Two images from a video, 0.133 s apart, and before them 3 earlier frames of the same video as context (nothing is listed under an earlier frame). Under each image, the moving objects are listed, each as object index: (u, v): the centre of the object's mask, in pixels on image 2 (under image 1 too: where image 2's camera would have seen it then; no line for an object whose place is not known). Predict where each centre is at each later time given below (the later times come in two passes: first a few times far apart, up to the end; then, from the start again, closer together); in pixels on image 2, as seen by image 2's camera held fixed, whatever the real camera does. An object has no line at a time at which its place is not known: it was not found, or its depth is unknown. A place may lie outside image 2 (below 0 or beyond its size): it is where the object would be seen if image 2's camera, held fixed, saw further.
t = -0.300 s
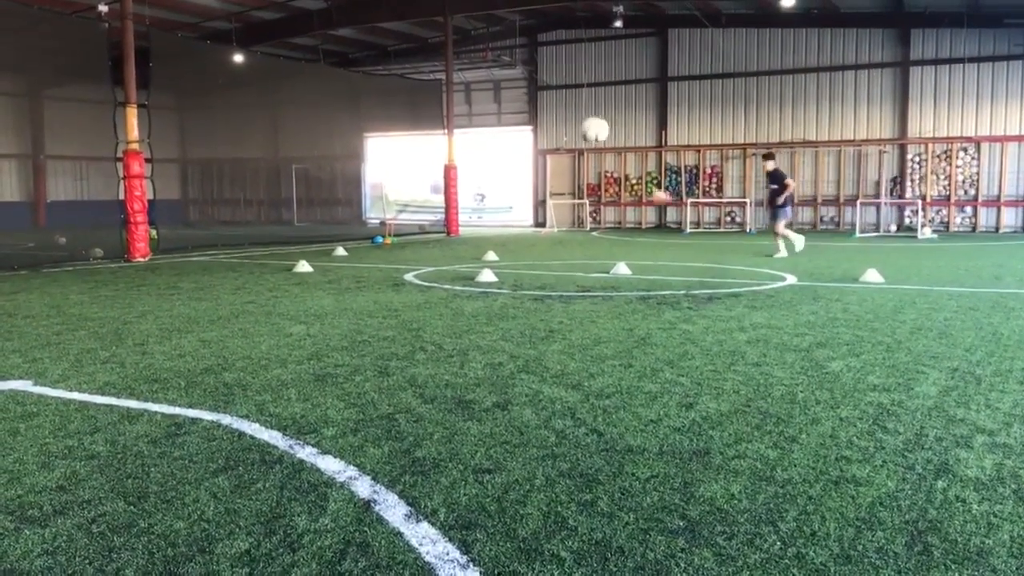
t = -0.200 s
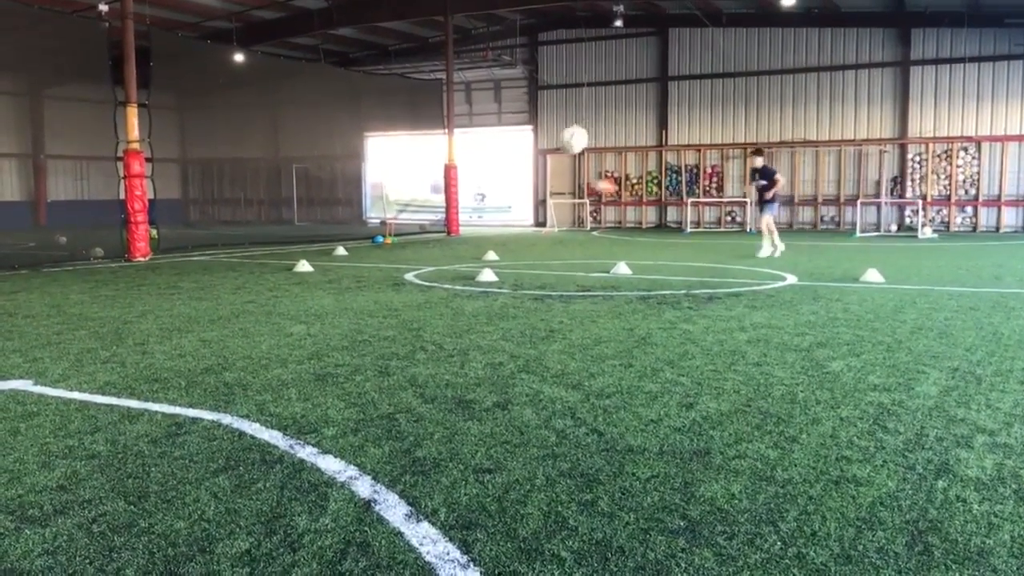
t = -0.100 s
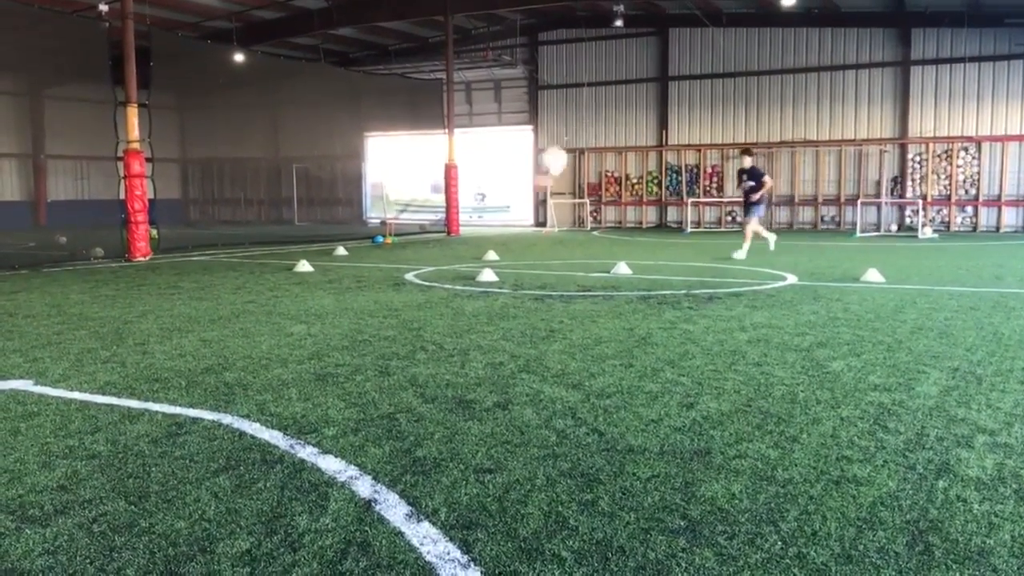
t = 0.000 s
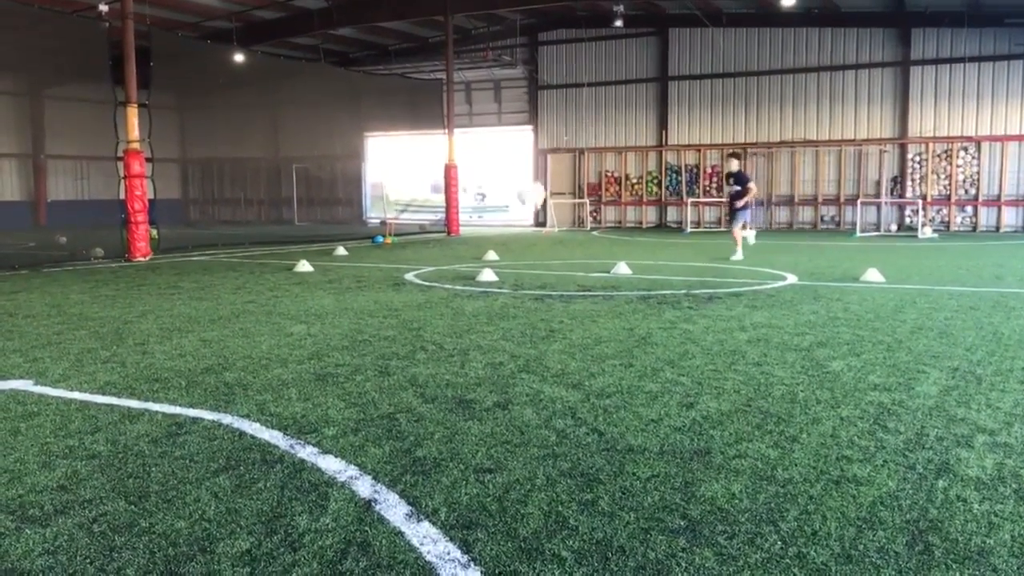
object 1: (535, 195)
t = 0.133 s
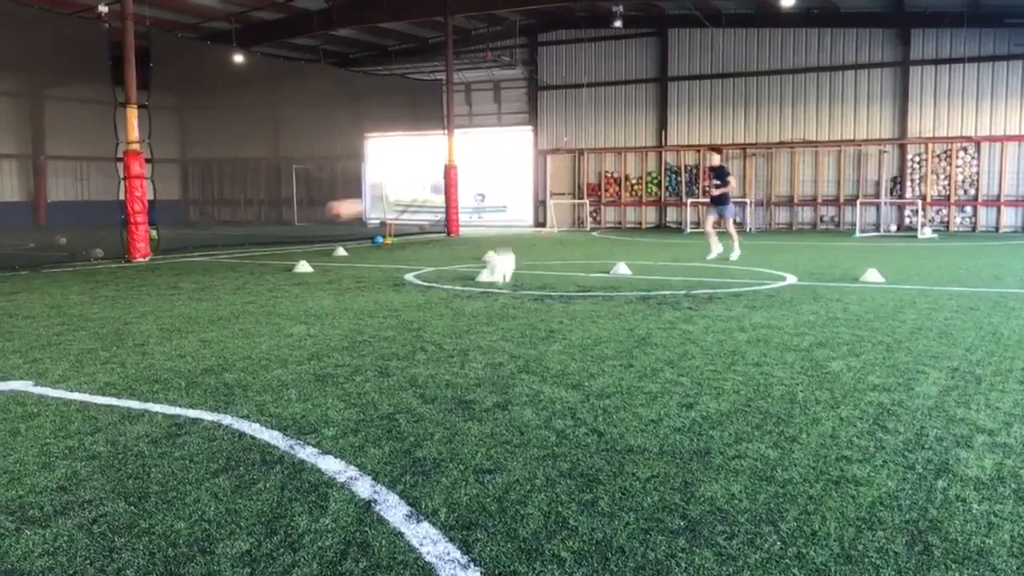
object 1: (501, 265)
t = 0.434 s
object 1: (409, 250)
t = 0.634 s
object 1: (333, 235)
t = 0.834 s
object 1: (245, 283)
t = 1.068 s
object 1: (133, 338)
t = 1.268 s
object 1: (25, 315)
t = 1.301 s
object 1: (15, 318)
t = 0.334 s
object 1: (445, 278)
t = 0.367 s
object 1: (434, 268)
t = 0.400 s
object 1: (422, 258)
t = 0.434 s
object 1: (409, 250)
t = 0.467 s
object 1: (397, 244)
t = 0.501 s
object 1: (384, 239)
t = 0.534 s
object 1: (372, 236)
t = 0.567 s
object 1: (359, 233)
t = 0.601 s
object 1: (345, 234)
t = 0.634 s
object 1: (333, 235)
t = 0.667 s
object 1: (318, 238)
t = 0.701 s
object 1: (304, 243)
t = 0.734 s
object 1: (290, 250)
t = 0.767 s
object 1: (276, 259)
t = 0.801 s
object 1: (261, 270)
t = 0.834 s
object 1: (245, 283)
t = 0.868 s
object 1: (232, 298)
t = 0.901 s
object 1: (215, 315)
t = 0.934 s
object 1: (199, 335)
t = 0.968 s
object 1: (183, 357)
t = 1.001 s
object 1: (167, 360)
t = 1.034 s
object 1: (150, 348)
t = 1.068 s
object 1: (133, 338)
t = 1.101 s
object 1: (116, 329)
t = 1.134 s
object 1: (98, 322)
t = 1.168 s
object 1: (80, 317)
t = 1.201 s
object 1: (61, 314)
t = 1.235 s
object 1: (43, 314)
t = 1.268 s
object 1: (25, 315)
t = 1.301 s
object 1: (15, 318)
